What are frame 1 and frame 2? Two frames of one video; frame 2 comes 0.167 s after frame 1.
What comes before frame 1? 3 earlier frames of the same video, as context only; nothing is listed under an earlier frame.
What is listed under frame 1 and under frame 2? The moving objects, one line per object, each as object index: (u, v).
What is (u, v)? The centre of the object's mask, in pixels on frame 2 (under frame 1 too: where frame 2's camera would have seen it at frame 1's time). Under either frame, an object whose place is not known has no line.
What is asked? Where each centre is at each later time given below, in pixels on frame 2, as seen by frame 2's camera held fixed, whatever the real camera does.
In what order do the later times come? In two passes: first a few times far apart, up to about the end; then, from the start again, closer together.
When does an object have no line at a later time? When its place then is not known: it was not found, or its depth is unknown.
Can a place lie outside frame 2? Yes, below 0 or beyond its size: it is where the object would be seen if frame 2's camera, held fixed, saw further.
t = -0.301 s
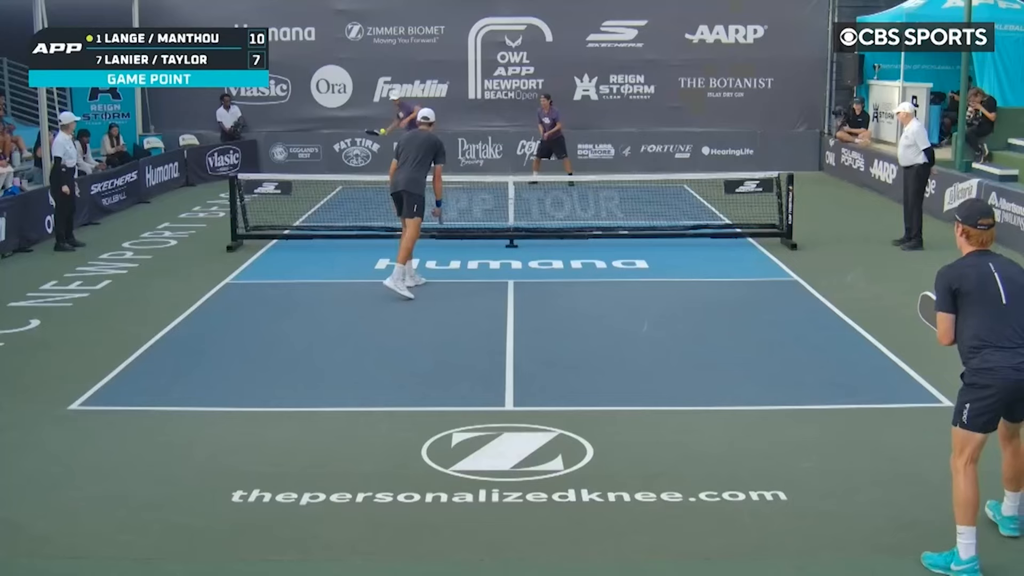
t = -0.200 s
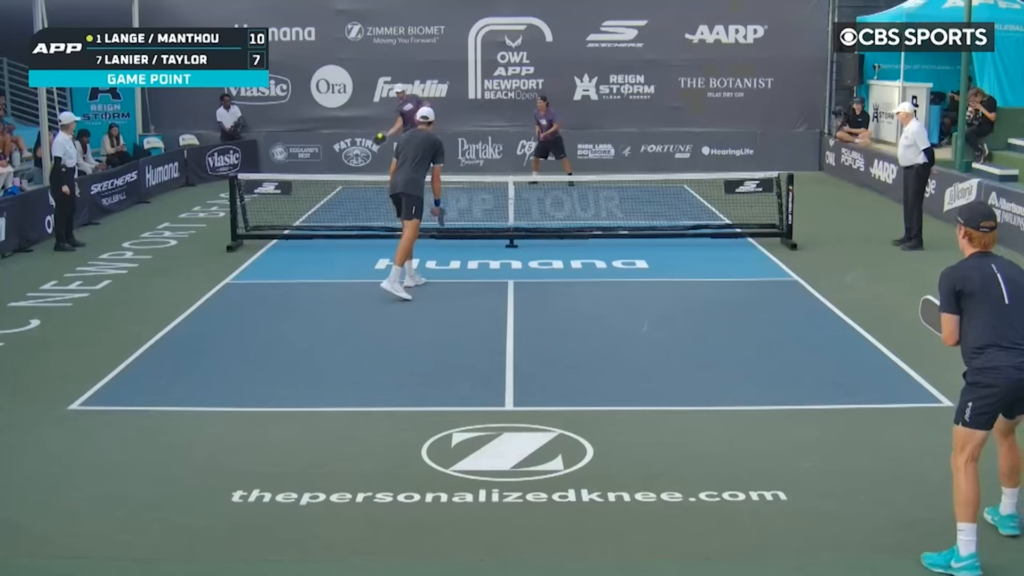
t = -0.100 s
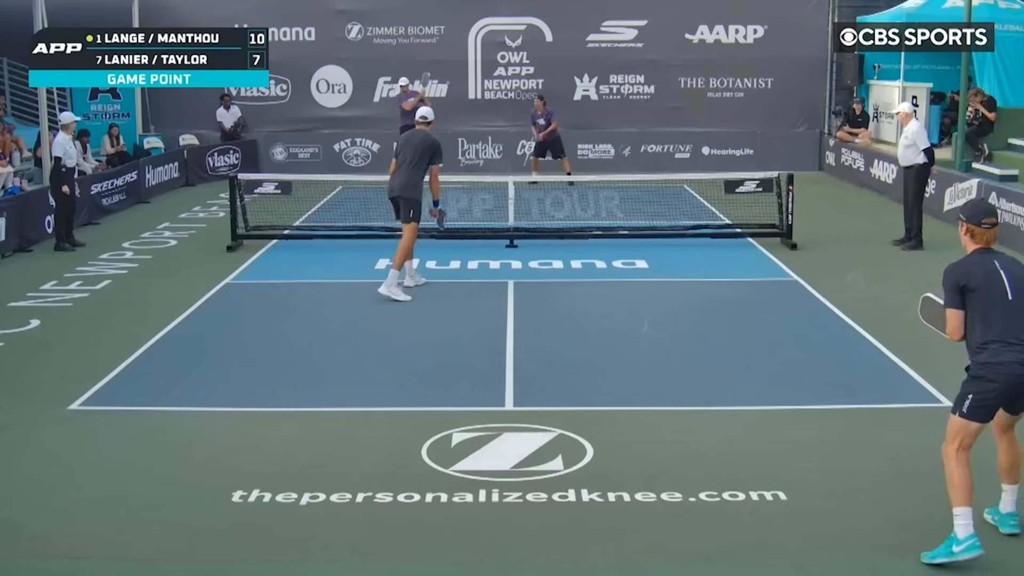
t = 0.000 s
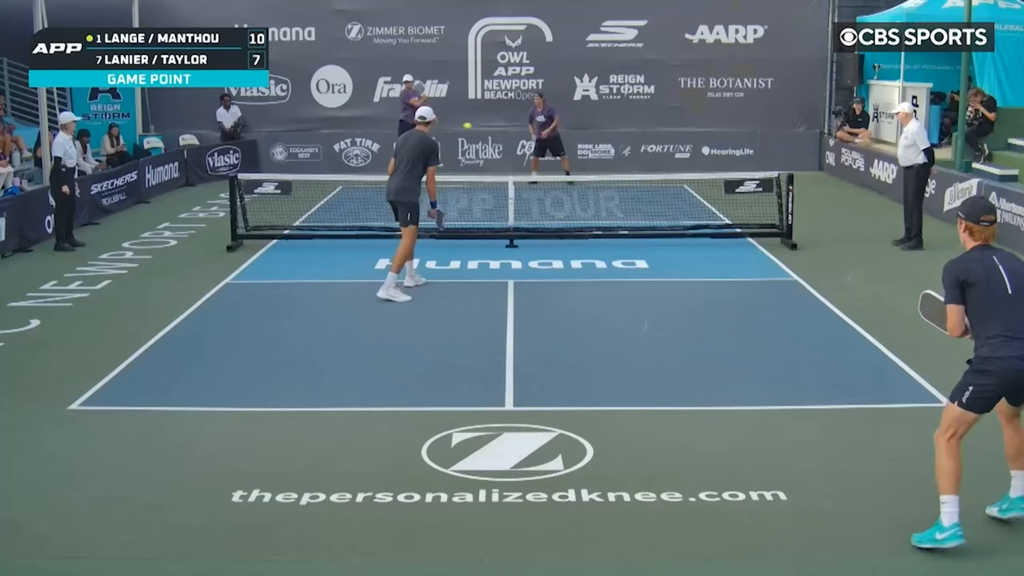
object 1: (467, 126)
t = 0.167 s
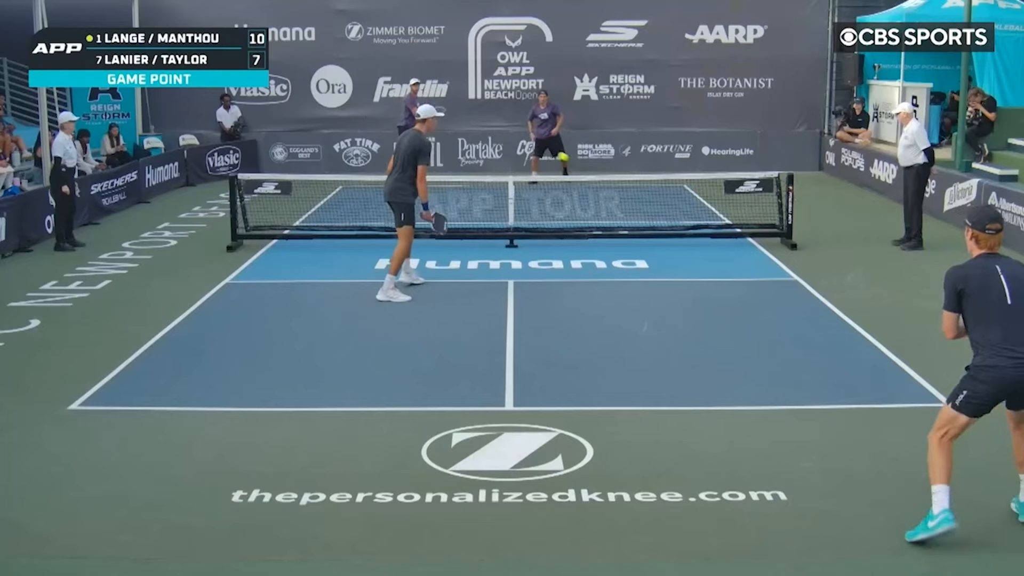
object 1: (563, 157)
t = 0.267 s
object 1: (631, 198)
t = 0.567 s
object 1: (874, 310)
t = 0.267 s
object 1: (631, 198)
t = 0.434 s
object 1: (767, 319)
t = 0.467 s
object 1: (794, 328)
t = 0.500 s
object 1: (819, 320)
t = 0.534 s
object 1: (847, 314)
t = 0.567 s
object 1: (874, 310)
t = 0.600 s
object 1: (903, 308)
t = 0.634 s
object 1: (933, 307)
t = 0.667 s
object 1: (965, 309)
